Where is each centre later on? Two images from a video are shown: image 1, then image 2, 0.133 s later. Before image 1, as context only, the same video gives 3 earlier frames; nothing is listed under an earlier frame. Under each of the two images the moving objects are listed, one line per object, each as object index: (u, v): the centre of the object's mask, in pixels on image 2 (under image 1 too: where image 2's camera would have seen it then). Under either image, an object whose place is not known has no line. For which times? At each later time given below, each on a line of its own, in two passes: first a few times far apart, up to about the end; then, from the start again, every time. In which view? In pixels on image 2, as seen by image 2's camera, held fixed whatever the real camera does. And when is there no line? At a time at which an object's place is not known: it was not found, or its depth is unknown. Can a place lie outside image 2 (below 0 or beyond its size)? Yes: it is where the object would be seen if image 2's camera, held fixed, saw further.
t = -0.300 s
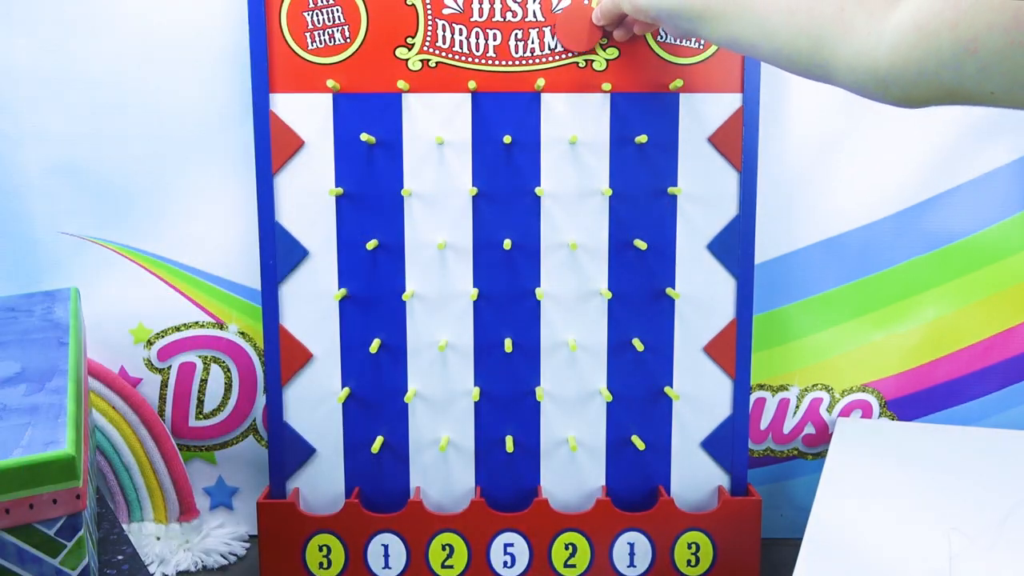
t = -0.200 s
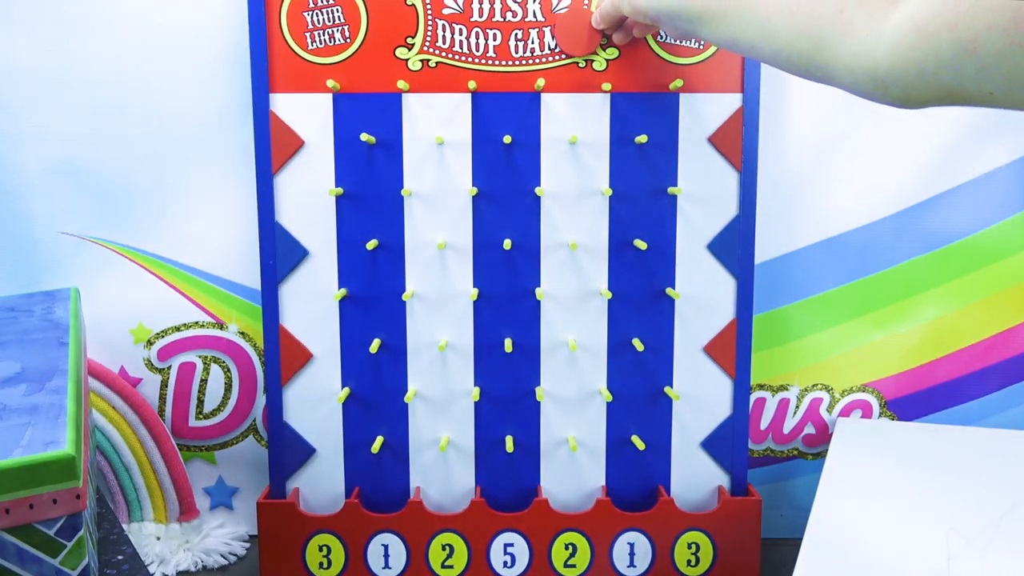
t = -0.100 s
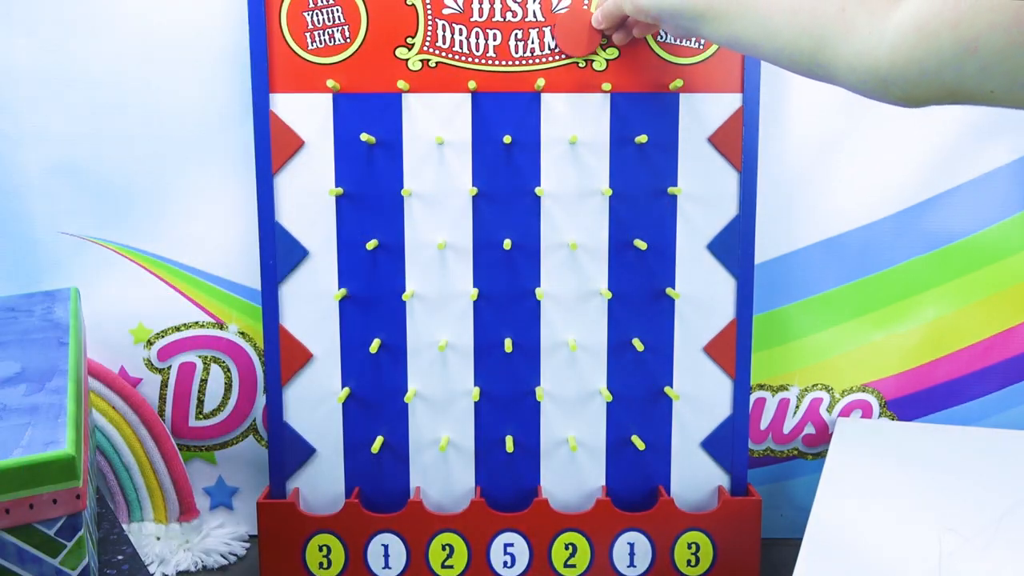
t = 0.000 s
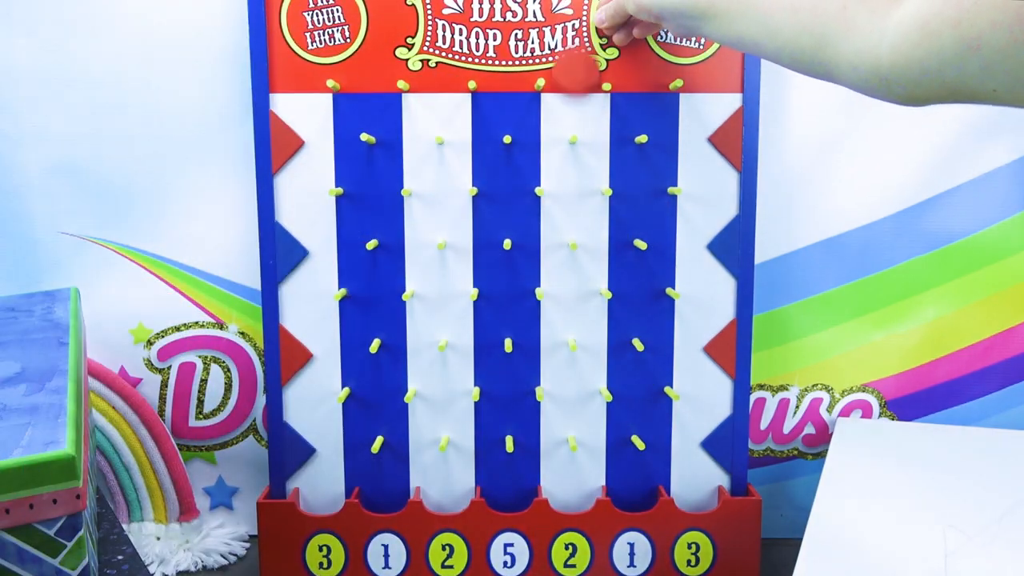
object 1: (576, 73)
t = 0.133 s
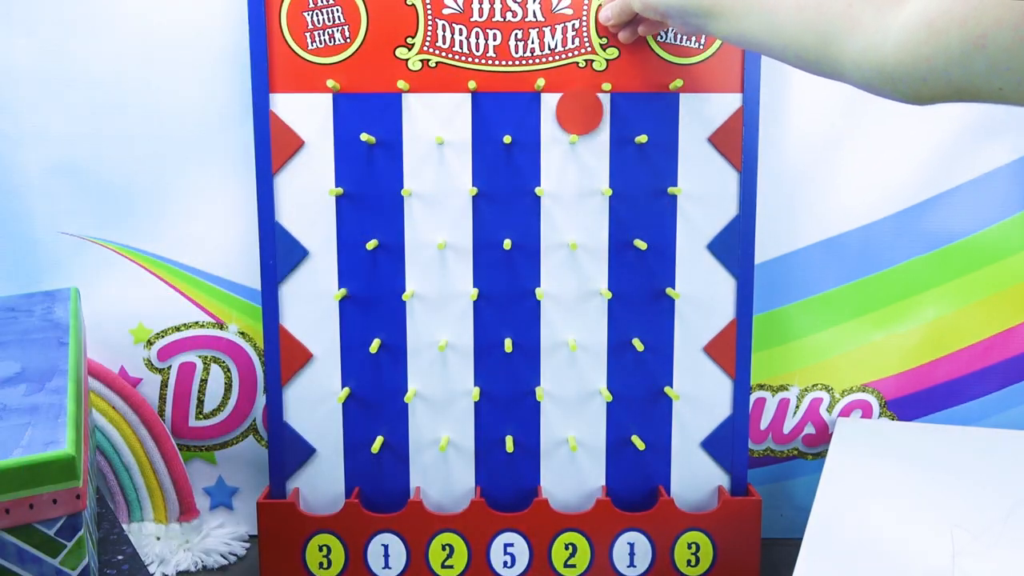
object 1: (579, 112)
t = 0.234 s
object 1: (603, 138)
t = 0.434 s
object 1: (635, 185)
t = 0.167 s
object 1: (584, 114)
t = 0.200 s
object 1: (593, 121)
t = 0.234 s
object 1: (603, 138)
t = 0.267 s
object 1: (612, 161)
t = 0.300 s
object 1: (614, 159)
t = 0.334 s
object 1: (614, 161)
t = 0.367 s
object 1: (618, 165)
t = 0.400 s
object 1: (625, 171)
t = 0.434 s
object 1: (635, 185)
